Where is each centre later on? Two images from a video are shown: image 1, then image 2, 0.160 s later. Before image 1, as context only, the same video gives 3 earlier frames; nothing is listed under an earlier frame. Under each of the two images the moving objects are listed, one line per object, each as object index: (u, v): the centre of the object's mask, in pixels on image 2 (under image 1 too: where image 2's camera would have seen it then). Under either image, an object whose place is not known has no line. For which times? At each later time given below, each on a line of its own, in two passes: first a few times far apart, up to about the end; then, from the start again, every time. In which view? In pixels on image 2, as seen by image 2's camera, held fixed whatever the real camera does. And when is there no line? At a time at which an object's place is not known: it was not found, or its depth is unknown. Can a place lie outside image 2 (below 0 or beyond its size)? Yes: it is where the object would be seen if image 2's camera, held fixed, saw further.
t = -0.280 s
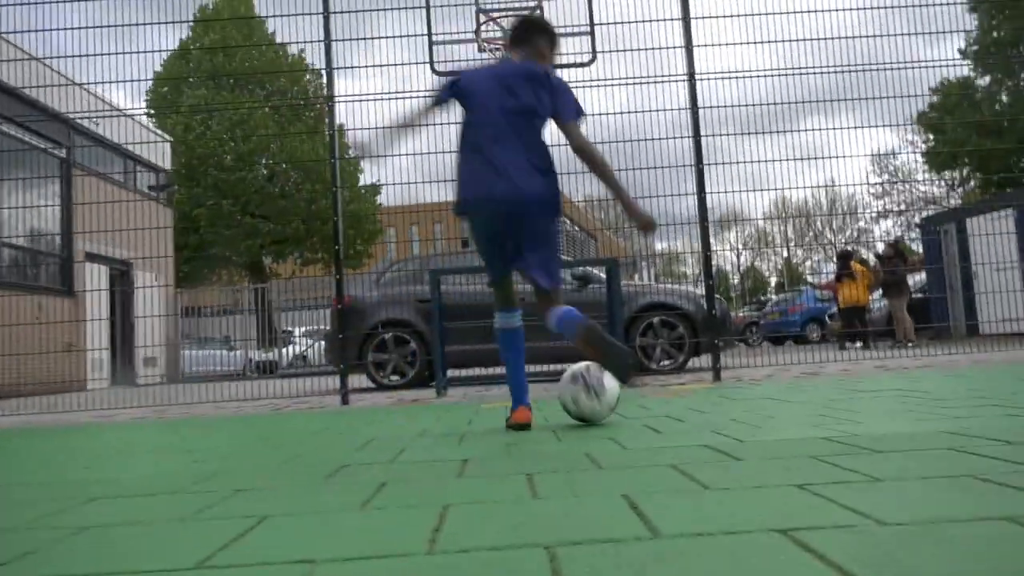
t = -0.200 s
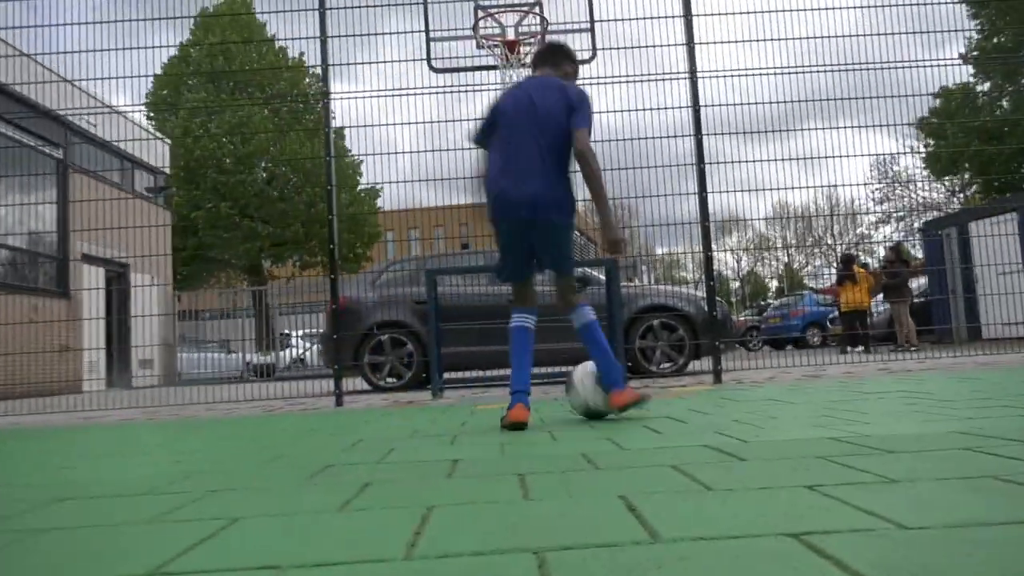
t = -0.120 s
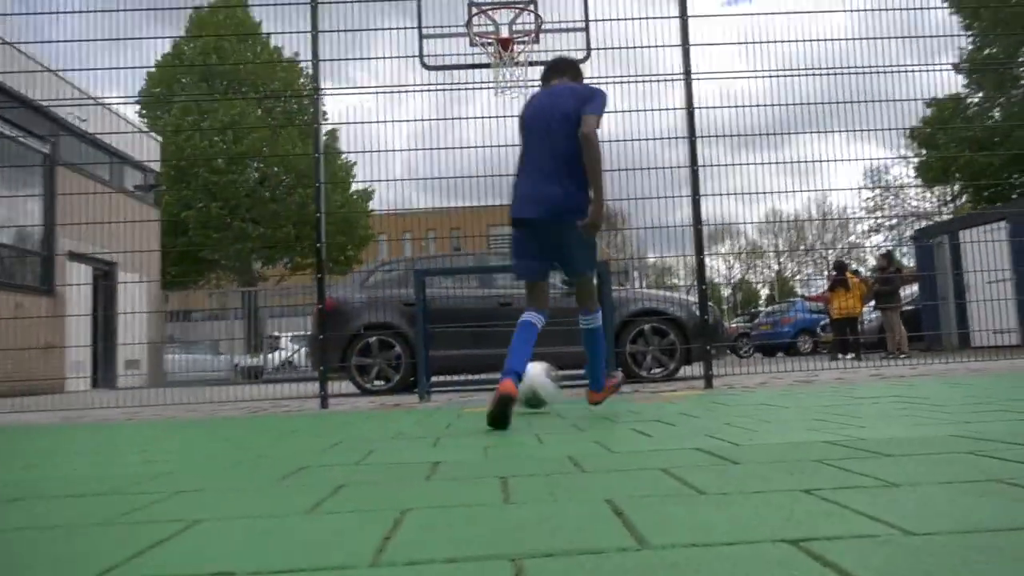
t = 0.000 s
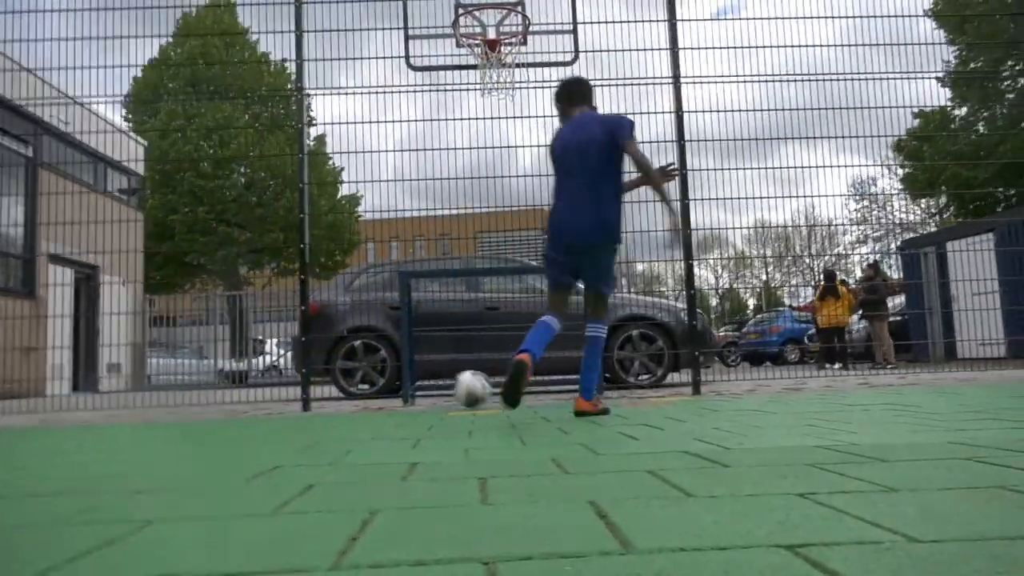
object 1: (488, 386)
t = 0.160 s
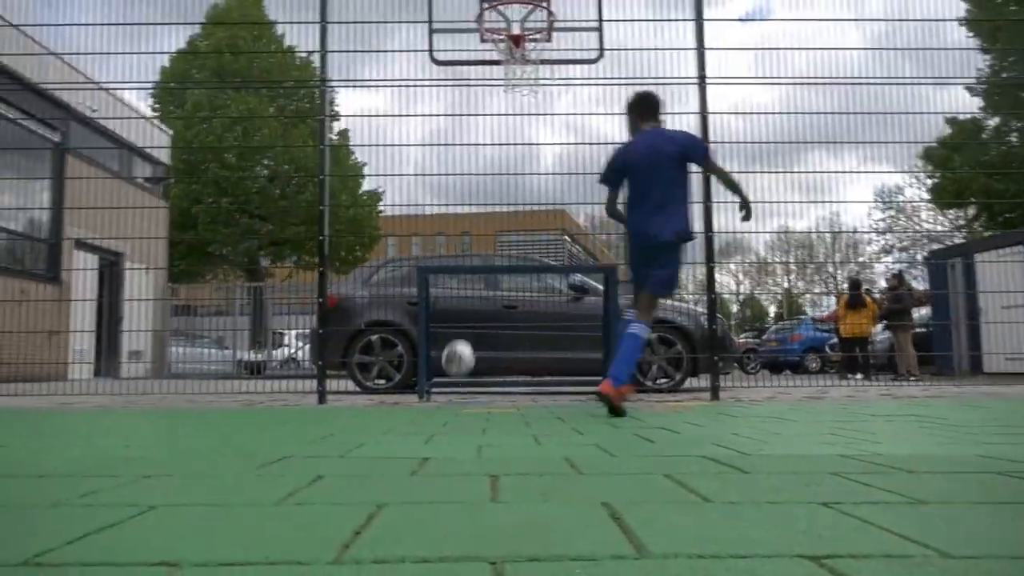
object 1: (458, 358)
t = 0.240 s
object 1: (452, 322)
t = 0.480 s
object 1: (424, 237)
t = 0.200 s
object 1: (455, 338)
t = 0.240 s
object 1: (452, 322)
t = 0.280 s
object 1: (447, 305)
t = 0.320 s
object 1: (443, 288)
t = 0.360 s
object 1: (440, 273)
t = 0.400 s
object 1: (435, 260)
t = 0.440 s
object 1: (429, 248)
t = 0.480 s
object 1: (424, 237)
